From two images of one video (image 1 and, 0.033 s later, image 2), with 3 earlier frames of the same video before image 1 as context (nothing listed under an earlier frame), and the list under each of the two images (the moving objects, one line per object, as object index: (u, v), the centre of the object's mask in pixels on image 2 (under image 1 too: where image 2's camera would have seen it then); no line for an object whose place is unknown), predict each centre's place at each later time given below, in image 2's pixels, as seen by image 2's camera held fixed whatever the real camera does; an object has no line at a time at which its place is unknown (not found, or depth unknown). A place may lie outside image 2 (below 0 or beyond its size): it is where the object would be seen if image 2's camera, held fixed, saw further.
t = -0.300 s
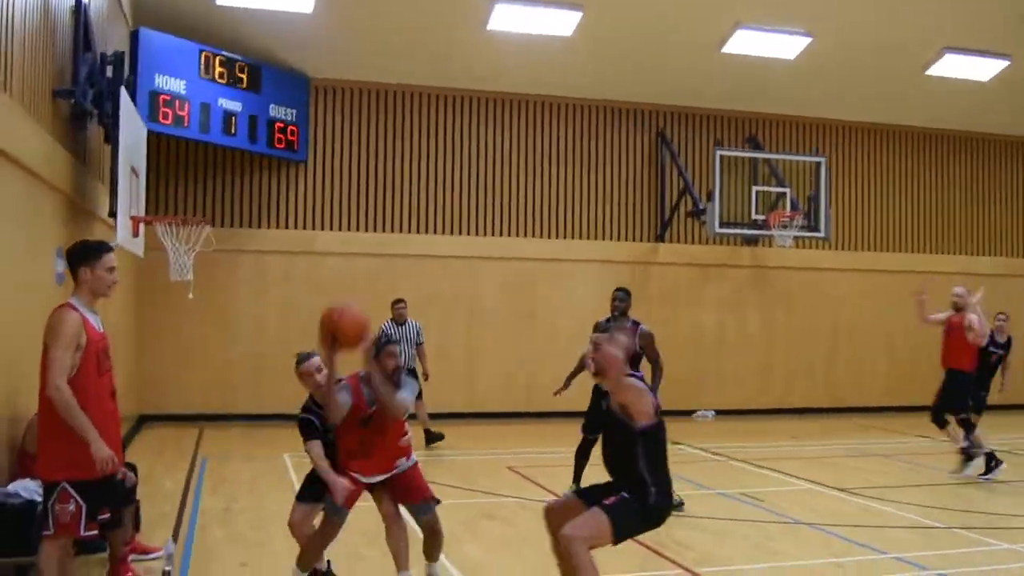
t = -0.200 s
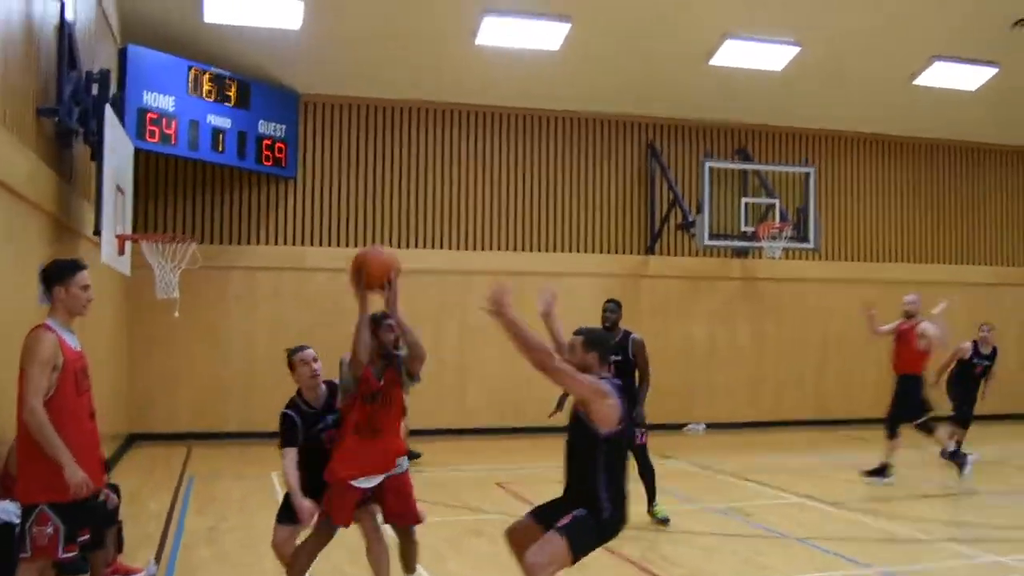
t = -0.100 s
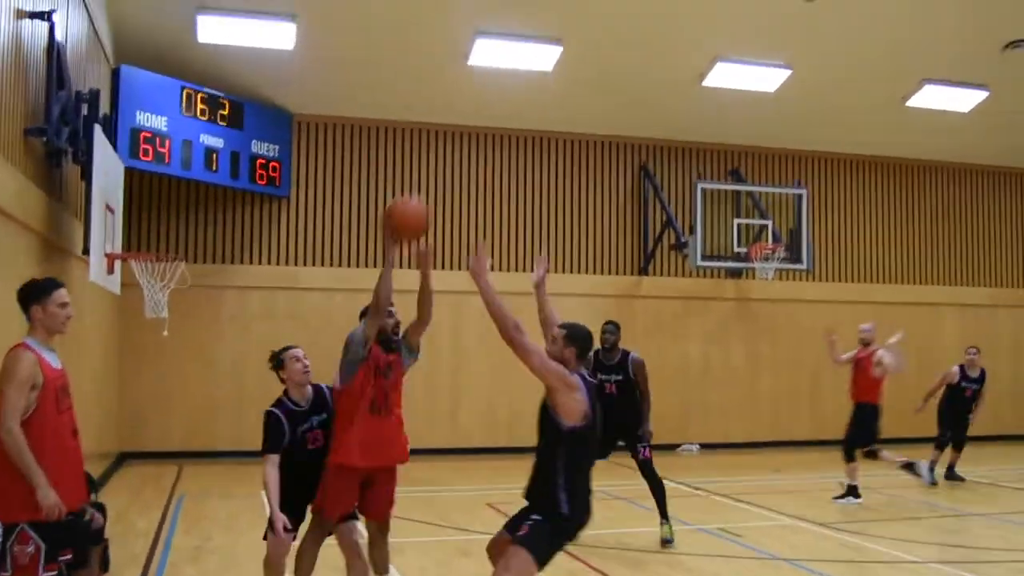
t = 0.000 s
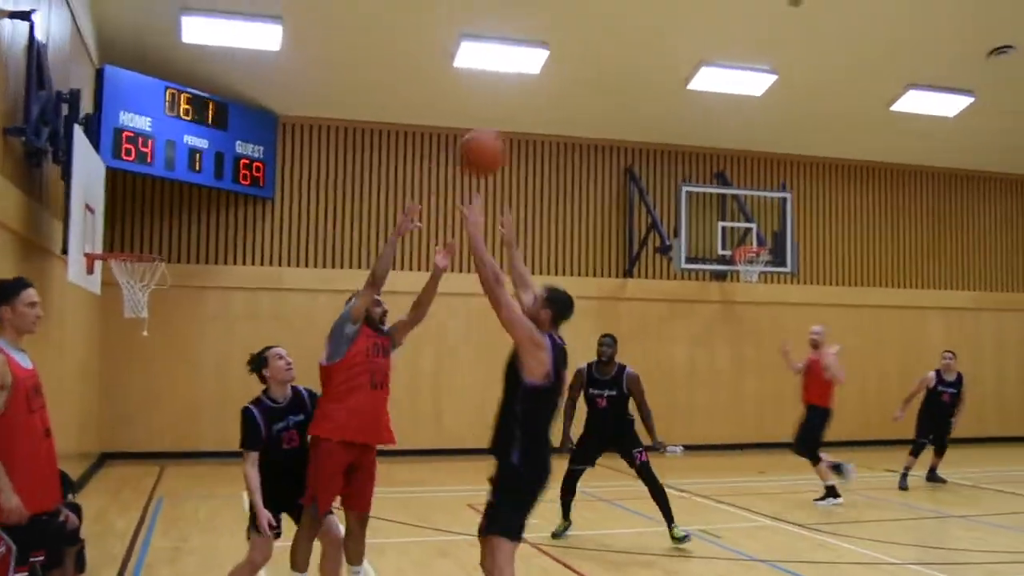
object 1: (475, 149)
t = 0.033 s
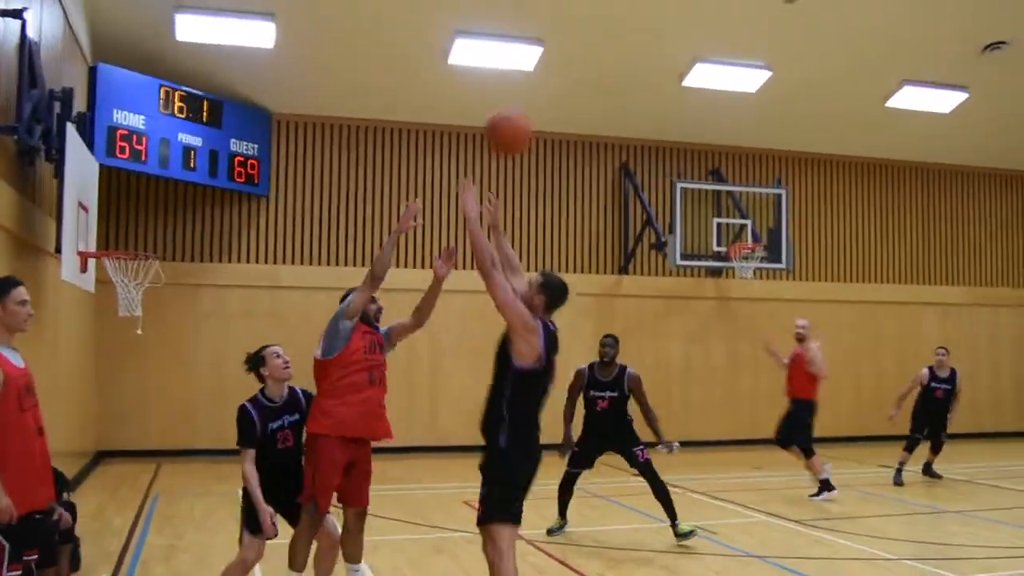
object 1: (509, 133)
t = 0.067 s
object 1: (540, 116)
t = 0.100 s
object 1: (573, 103)
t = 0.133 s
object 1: (607, 91)
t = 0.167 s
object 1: (640, 81)
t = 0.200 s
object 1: (672, 73)
